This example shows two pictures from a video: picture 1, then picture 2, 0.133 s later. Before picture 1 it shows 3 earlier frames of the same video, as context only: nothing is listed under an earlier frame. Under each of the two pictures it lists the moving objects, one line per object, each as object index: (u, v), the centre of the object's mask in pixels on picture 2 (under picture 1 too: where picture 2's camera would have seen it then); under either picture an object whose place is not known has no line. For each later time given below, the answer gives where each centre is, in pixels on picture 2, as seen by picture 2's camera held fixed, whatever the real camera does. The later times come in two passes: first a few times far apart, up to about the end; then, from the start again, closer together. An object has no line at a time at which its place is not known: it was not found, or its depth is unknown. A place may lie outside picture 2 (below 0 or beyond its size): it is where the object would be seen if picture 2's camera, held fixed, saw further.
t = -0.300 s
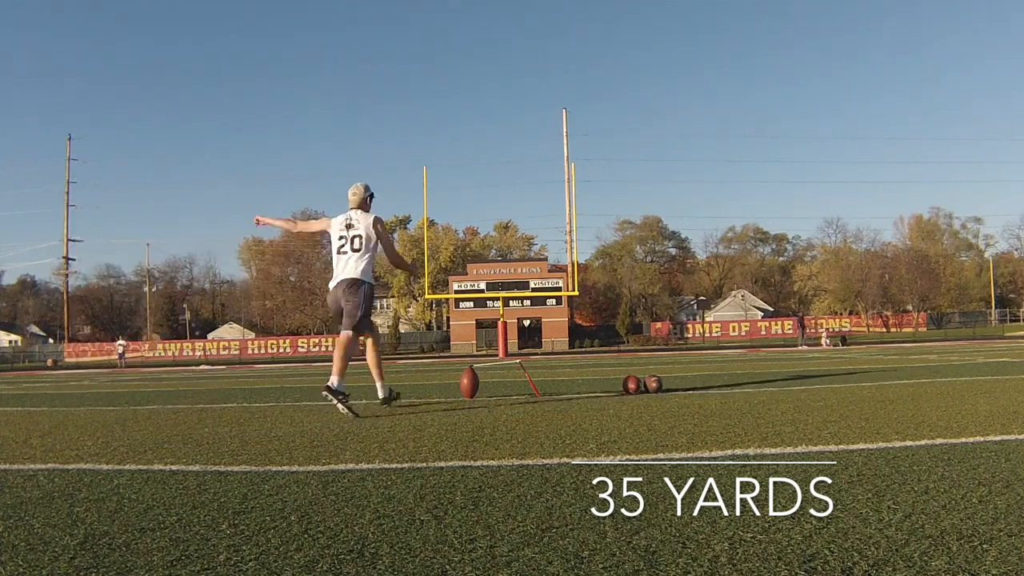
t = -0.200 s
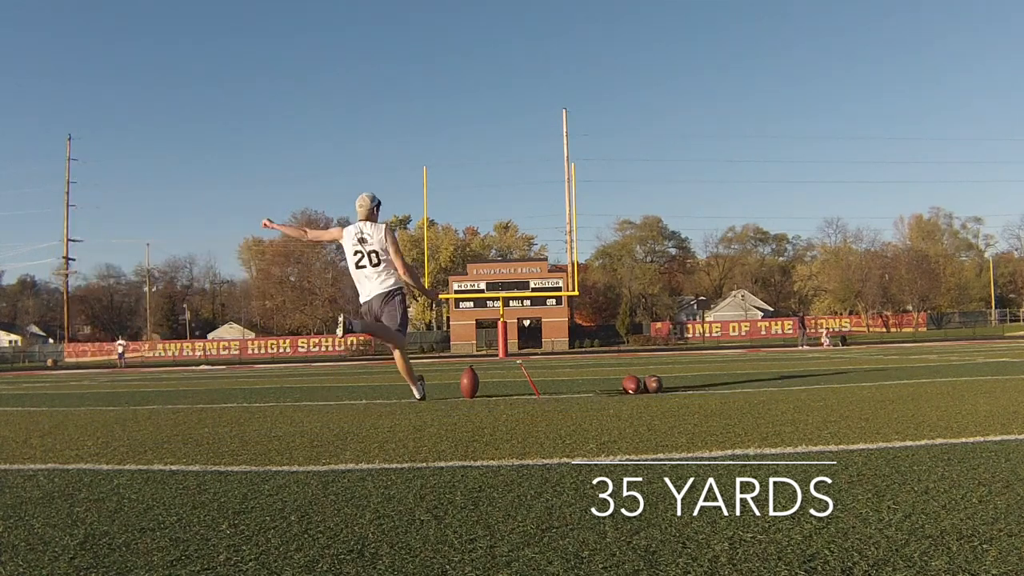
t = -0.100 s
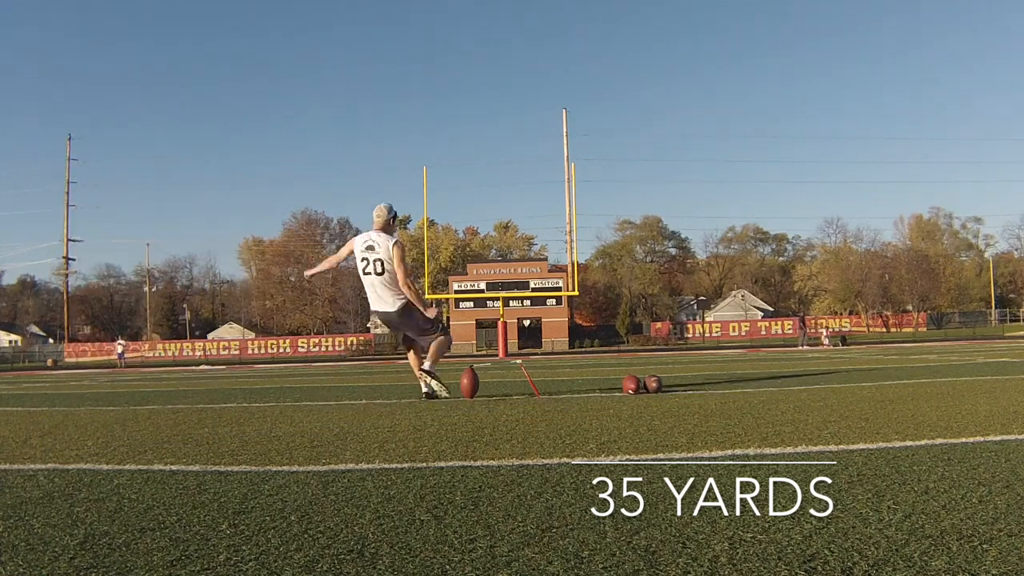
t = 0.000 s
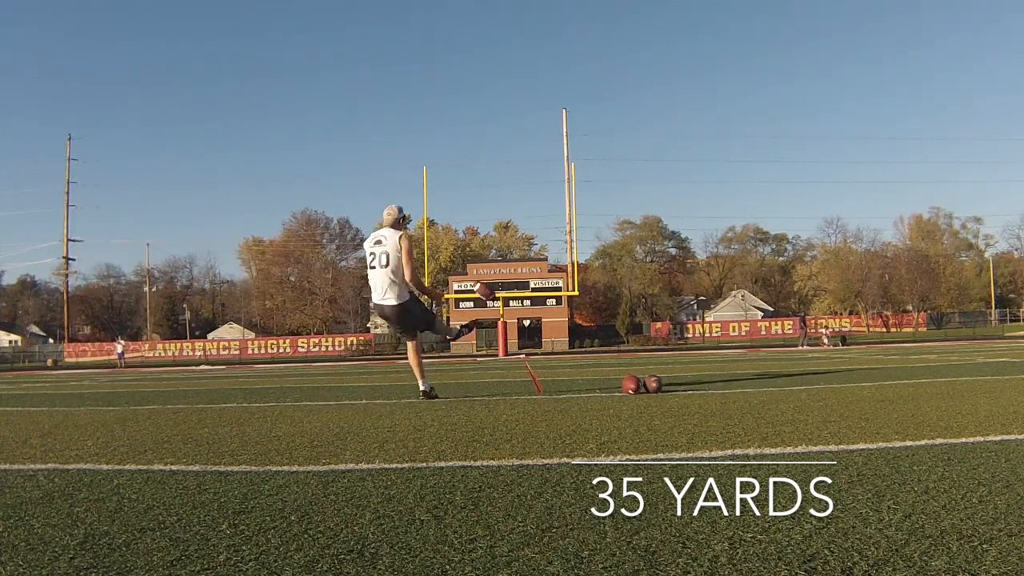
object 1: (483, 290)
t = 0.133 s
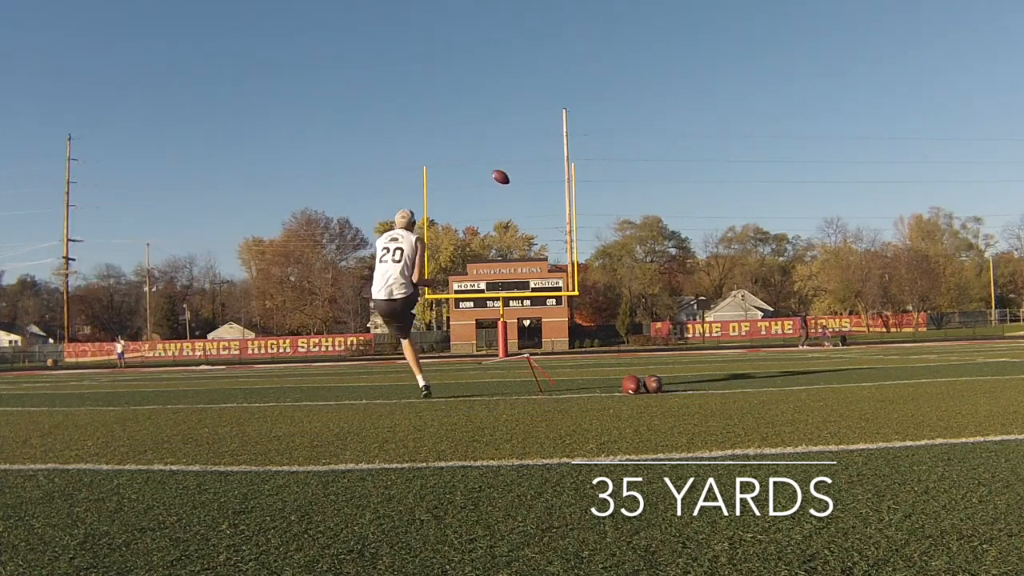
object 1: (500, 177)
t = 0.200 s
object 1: (506, 140)
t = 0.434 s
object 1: (513, 68)
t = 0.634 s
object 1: (509, 45)
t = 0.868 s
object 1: (506, 37)
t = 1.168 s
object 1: (500, 47)
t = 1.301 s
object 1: (497, 56)
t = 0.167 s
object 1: (503, 157)
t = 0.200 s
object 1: (506, 140)
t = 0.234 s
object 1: (508, 125)
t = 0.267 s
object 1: (509, 112)
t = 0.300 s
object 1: (511, 101)
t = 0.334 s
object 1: (512, 91)
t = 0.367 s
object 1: (513, 82)
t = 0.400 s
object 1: (513, 75)
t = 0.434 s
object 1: (513, 68)
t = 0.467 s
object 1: (512, 63)
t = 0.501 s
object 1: (512, 58)
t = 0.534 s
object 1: (511, 54)
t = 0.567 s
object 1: (511, 50)
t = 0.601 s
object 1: (510, 47)
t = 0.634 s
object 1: (509, 45)
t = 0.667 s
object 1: (509, 42)
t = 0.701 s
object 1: (508, 40)
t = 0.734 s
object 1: (507, 39)
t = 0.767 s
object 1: (508, 38)
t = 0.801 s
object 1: (507, 37)
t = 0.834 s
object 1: (506, 37)
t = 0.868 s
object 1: (506, 37)
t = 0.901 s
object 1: (505, 37)
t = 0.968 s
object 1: (505, 38)
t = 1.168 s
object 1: (500, 47)
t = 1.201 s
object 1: (499, 48)
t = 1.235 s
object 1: (498, 51)
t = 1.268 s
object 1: (497, 53)
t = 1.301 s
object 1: (497, 56)
